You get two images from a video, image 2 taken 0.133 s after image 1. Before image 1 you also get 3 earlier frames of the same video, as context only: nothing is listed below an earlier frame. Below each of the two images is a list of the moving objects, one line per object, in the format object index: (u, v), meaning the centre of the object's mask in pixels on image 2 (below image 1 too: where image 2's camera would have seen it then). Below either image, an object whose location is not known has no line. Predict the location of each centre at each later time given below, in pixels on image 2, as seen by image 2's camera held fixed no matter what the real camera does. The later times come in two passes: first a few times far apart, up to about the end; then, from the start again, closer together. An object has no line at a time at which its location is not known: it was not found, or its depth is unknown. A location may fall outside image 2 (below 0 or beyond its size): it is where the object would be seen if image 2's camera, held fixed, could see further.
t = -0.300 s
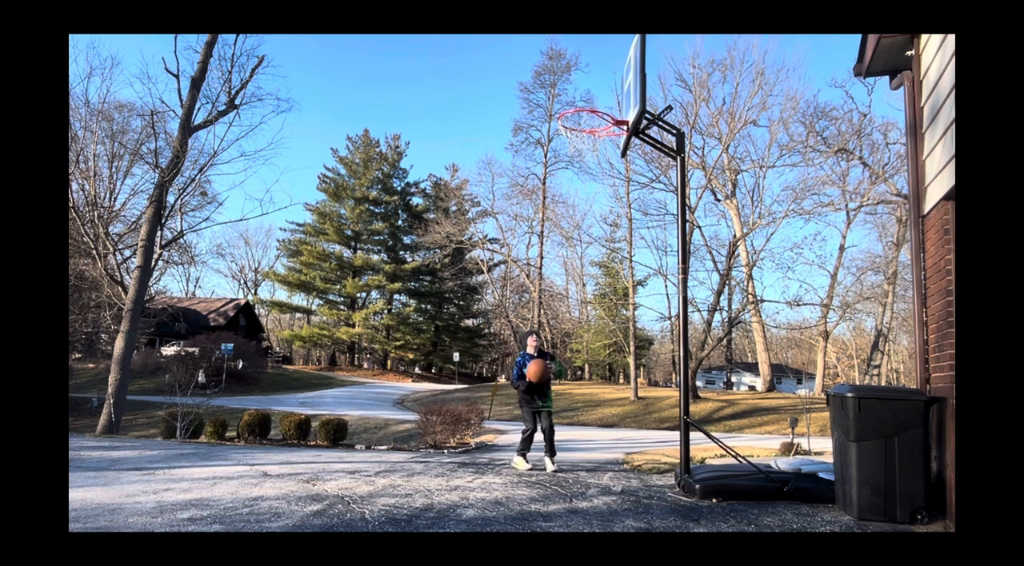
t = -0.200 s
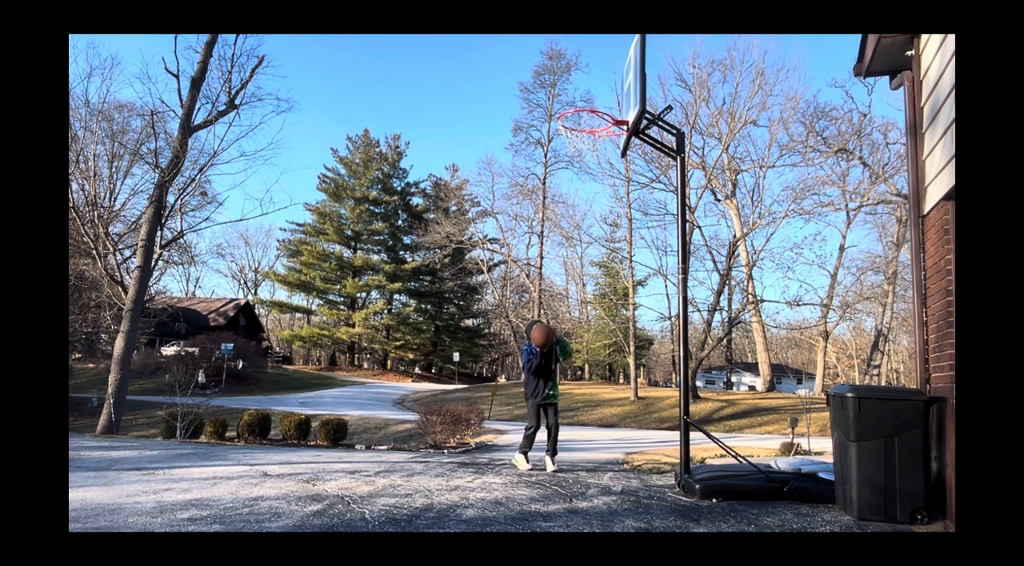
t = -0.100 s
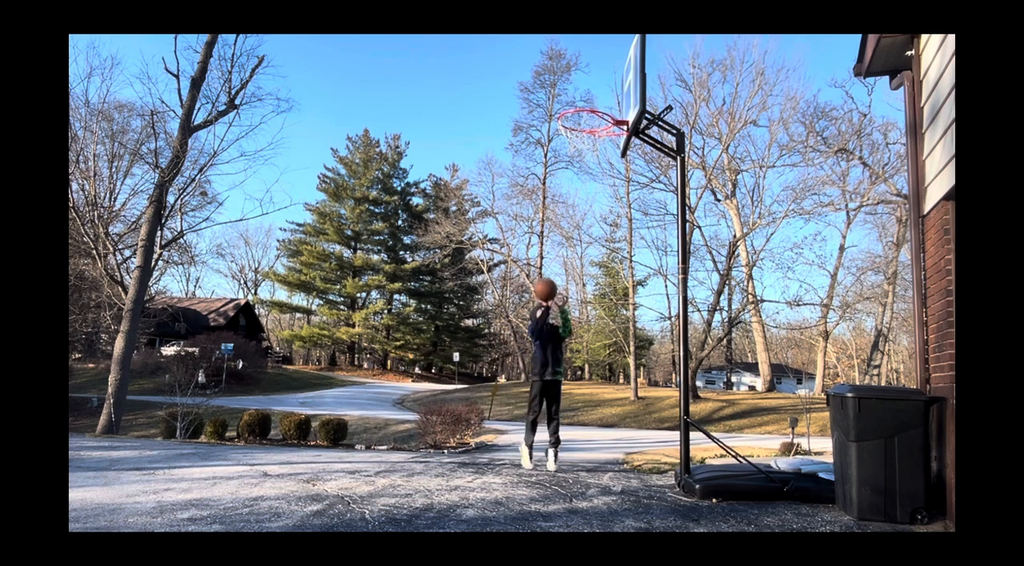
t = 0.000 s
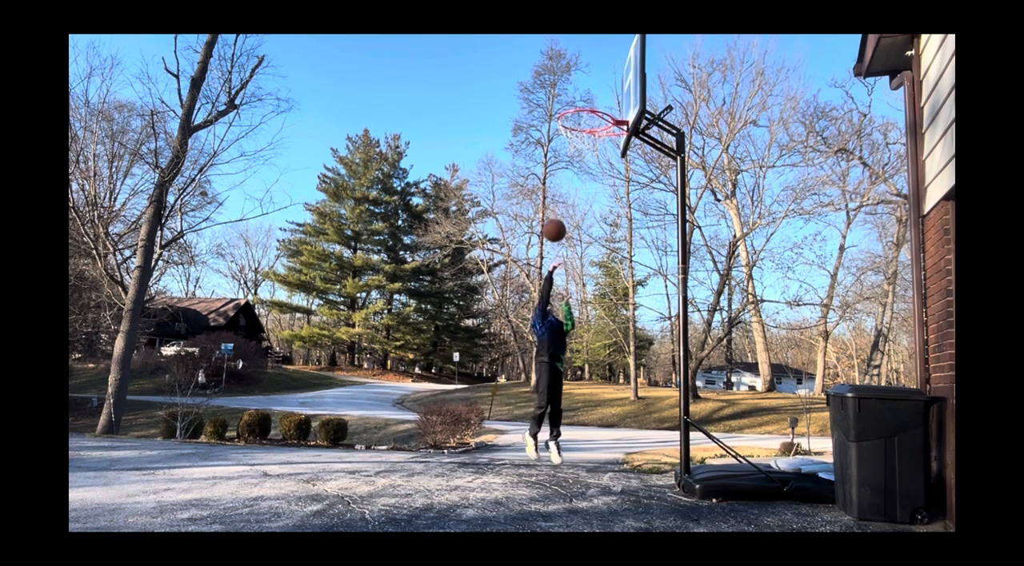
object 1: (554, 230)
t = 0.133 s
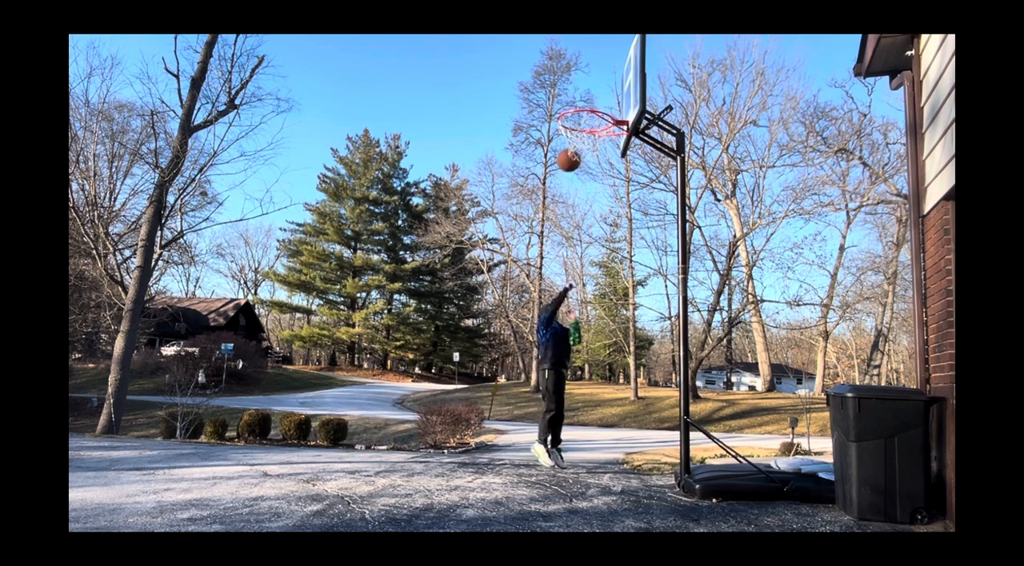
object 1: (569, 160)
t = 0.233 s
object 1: (579, 119)
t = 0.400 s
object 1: (597, 71)
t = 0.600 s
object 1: (618, 49)
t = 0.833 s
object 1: (610, 55)
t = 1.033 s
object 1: (599, 106)
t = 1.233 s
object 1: (567, 106)
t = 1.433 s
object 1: (560, 113)
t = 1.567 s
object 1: (554, 141)
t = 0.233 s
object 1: (579, 119)
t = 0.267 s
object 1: (583, 107)
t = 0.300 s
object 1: (587, 97)
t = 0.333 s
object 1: (590, 87)
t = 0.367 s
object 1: (594, 78)
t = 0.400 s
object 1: (597, 71)
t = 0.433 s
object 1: (601, 65)
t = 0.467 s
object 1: (604, 59)
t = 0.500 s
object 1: (608, 55)
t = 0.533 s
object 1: (611, 52)
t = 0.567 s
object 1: (615, 50)
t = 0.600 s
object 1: (618, 49)
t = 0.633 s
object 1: (619, 47)
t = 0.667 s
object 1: (617, 46)
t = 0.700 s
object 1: (616, 46)
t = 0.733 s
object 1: (615, 46)
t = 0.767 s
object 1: (613, 48)
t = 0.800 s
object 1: (612, 51)
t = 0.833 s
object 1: (610, 55)
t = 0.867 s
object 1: (608, 60)
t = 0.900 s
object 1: (606, 67)
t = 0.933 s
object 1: (605, 75)
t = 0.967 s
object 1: (603, 84)
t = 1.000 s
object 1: (601, 95)
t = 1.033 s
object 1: (599, 106)
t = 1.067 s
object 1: (592, 107)
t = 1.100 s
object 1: (584, 108)
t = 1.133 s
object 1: (577, 110)
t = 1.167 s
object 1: (570, 113)
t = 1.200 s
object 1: (568, 110)
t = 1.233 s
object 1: (567, 106)
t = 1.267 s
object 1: (565, 105)
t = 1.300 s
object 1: (564, 104)
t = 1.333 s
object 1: (563, 105)
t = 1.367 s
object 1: (562, 106)
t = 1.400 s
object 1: (561, 109)
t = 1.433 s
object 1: (560, 113)
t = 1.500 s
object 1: (557, 125)
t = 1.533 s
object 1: (554, 133)
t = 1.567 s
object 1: (554, 141)
